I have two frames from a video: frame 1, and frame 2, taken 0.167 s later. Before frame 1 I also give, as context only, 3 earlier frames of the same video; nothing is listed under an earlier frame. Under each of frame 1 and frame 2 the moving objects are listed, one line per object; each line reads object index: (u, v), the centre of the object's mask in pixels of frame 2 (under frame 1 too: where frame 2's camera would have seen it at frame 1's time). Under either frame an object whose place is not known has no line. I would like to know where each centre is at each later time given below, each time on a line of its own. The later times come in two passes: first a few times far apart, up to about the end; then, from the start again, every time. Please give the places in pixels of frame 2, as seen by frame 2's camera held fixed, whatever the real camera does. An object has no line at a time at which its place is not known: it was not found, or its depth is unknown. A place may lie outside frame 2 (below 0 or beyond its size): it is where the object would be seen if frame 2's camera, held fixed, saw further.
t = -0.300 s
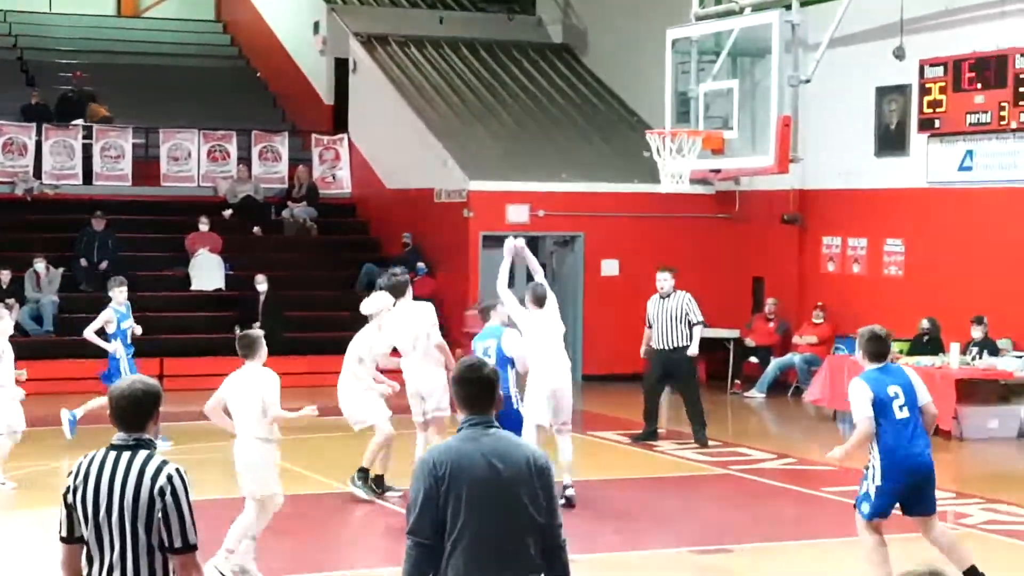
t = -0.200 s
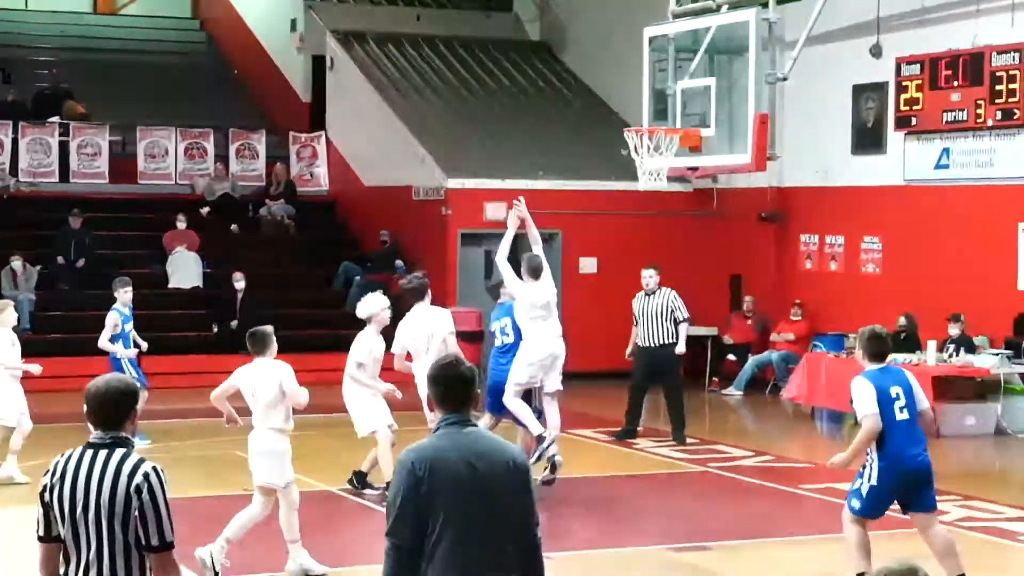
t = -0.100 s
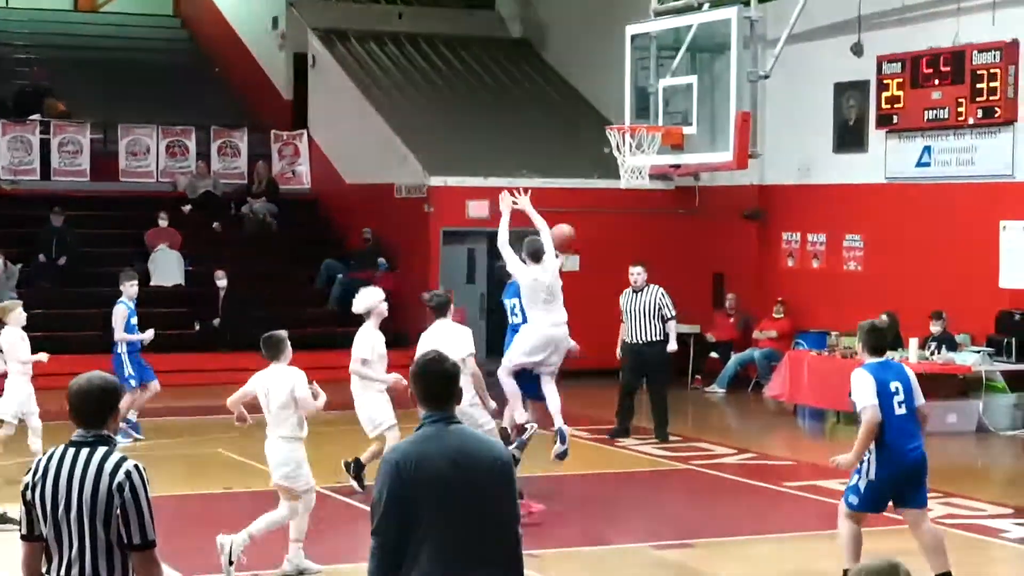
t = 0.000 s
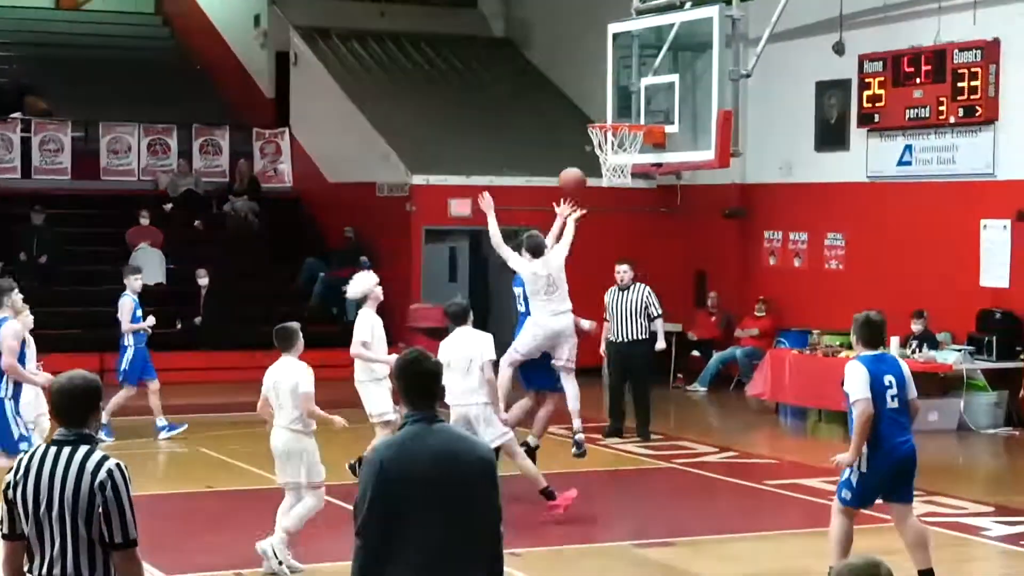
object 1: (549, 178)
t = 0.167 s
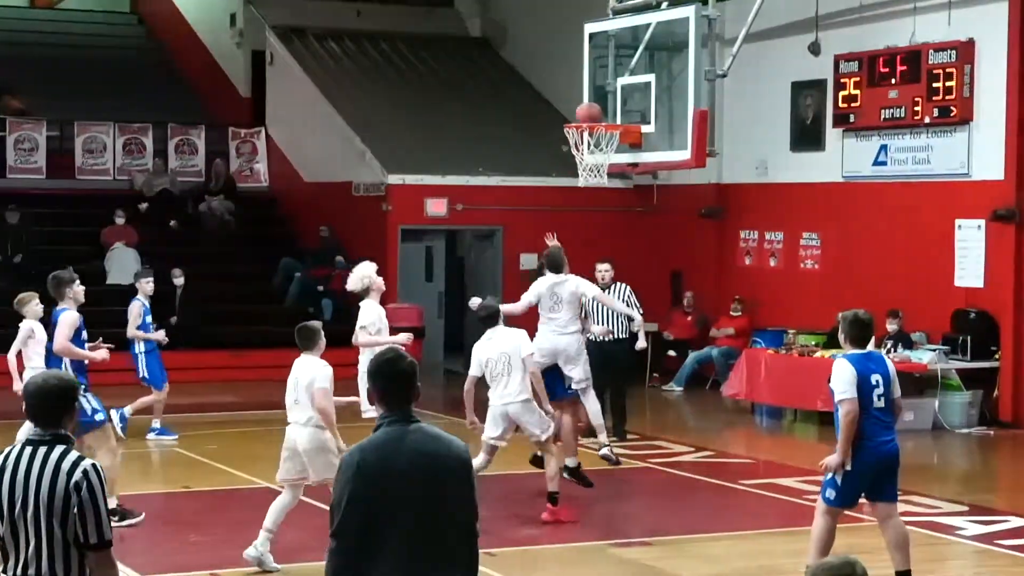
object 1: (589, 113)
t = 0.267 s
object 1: (596, 93)
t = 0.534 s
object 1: (576, 94)
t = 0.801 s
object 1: (585, 108)
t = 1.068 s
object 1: (601, 140)
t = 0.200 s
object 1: (597, 107)
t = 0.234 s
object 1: (598, 100)
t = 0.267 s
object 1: (596, 93)
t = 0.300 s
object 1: (594, 88)
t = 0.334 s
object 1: (593, 87)
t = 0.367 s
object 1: (590, 85)
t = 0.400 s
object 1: (587, 84)
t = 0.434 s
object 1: (584, 84)
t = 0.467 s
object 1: (581, 86)
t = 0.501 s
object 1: (579, 89)
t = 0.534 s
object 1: (576, 94)
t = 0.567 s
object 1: (573, 100)
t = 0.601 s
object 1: (571, 108)
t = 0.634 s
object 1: (571, 109)
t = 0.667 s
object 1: (574, 107)
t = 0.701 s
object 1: (576, 105)
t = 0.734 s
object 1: (579, 105)
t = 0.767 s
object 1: (582, 105)
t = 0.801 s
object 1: (585, 108)
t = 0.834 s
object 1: (588, 110)
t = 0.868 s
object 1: (589, 113)
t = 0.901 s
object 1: (591, 113)
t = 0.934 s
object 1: (593, 115)
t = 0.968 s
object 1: (596, 117)
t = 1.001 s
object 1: (597, 119)
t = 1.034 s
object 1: (599, 134)
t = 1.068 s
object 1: (601, 140)
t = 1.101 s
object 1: (604, 148)
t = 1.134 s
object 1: (604, 156)
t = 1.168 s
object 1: (606, 163)
